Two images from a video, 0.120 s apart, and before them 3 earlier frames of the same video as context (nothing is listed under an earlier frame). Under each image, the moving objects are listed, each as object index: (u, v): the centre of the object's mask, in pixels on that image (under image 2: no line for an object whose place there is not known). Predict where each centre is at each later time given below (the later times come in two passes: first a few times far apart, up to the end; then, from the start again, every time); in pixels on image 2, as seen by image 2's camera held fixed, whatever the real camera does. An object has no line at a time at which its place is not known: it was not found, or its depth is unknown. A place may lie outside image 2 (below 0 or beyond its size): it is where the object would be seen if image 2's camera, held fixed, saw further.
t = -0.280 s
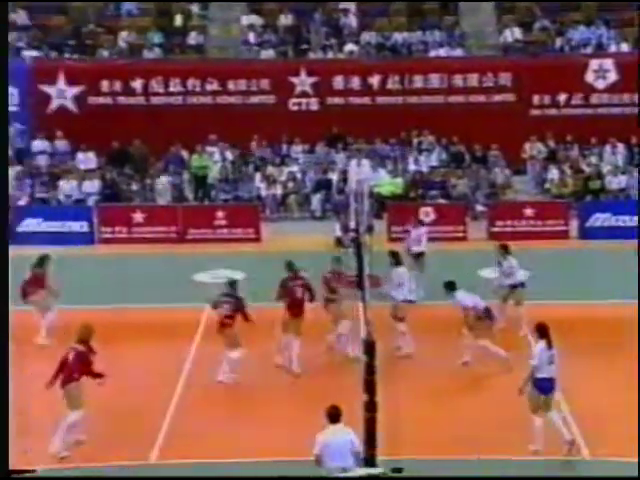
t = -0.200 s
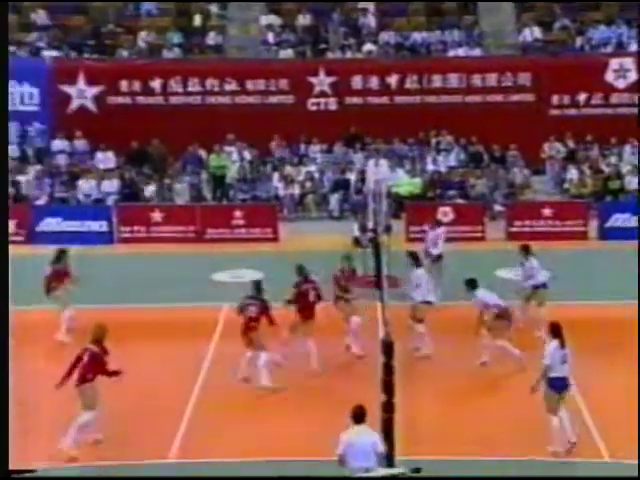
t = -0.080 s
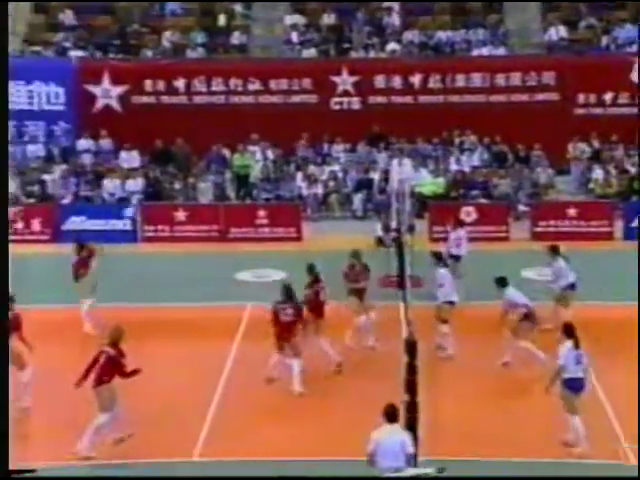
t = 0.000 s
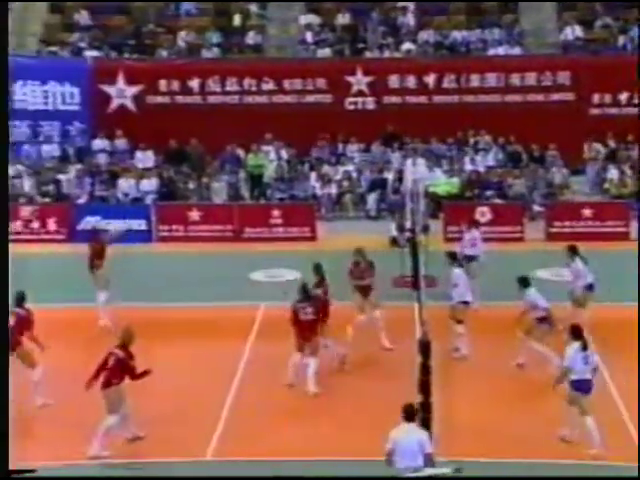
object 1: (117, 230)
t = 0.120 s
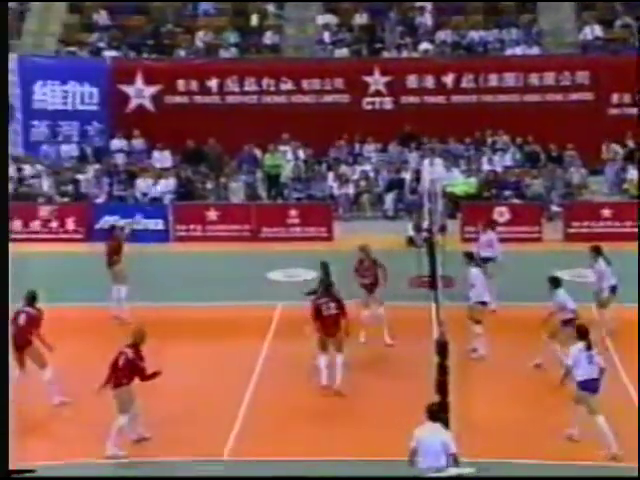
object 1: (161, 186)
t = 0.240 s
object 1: (185, 158)
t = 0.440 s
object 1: (226, 123)
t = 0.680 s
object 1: (279, 110)
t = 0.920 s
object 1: (333, 129)
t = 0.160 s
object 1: (169, 174)
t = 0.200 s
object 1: (176, 168)
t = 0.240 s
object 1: (185, 158)
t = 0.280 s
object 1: (192, 150)
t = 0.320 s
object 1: (199, 142)
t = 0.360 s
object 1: (209, 135)
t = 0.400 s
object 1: (218, 129)
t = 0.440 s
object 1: (226, 123)
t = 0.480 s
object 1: (235, 119)
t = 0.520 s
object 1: (244, 115)
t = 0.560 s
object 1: (253, 113)
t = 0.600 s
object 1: (262, 111)
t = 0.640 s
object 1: (270, 110)
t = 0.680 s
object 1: (279, 110)
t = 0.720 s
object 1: (288, 110)
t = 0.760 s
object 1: (298, 113)
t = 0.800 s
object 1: (306, 116)
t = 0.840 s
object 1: (315, 119)
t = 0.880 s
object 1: (325, 124)
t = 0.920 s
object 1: (333, 129)
